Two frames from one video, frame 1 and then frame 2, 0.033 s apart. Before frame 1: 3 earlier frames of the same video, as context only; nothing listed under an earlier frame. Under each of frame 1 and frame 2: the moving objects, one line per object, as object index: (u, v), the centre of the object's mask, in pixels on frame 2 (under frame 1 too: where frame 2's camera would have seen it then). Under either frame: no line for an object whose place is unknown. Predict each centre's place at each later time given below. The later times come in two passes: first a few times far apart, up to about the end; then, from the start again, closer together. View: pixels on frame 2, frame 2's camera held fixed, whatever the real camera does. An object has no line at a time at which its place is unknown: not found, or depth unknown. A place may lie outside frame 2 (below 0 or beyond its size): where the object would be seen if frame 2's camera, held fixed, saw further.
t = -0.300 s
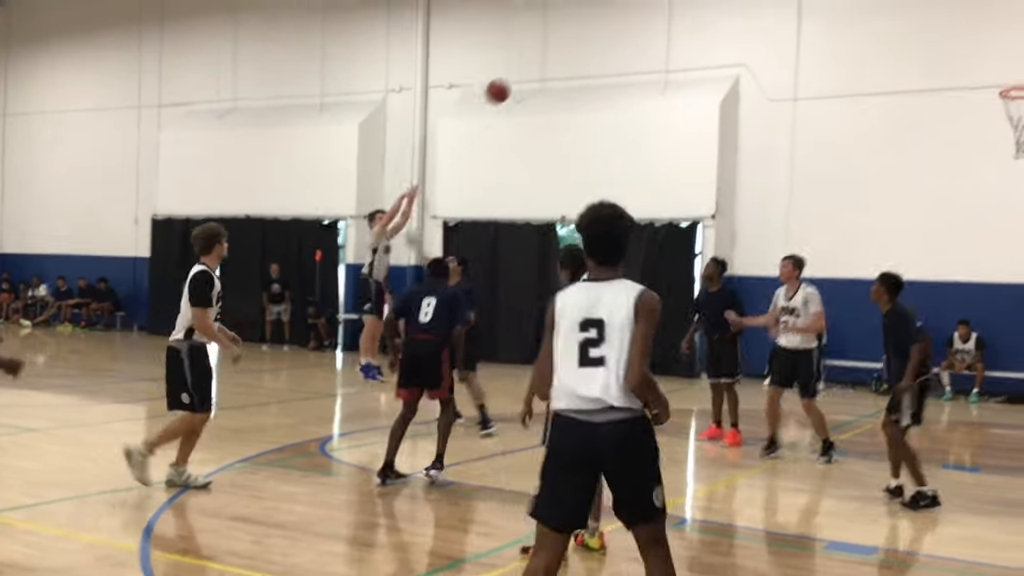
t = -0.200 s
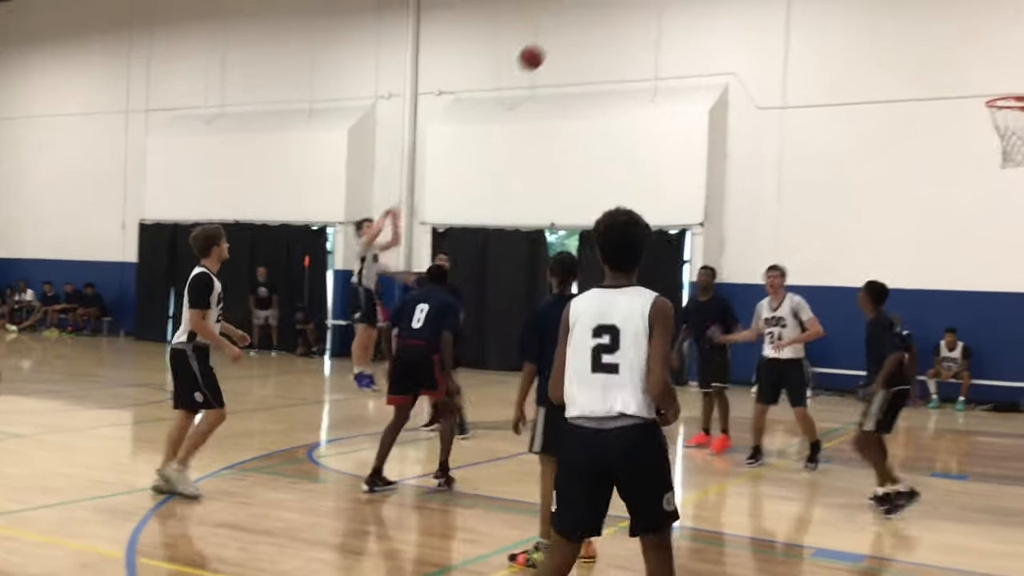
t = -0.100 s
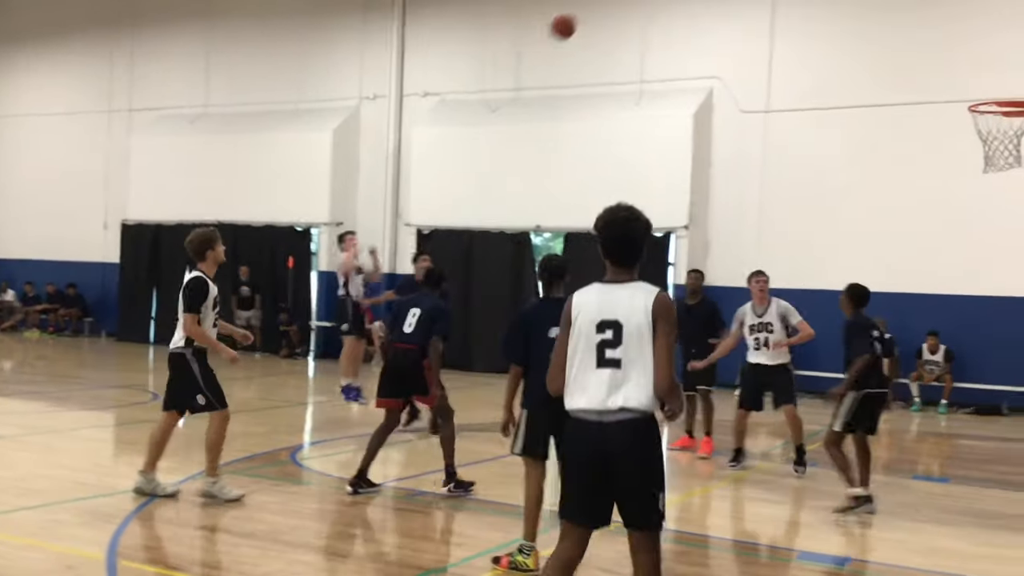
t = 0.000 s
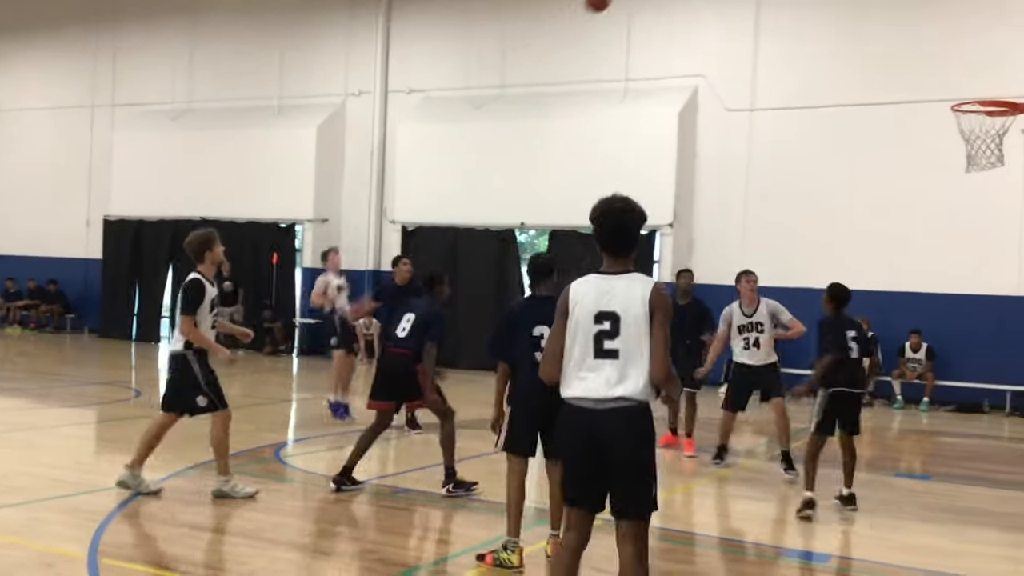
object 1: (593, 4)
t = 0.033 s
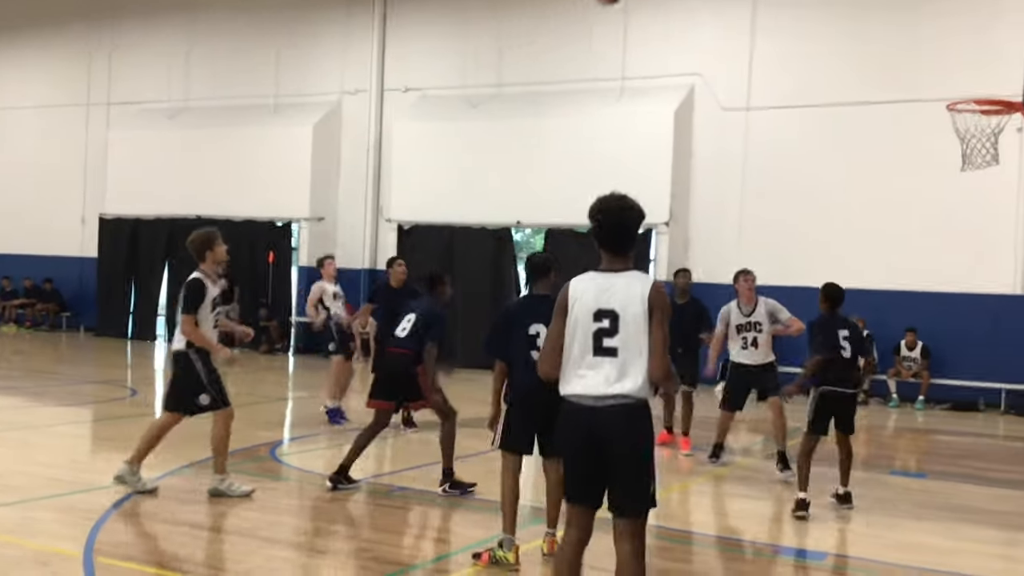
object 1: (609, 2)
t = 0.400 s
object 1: (815, 14)
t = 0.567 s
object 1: (922, 63)
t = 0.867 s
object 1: (958, 123)
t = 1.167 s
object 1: (970, 156)
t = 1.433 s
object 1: (1003, 269)
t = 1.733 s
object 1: (1035, 521)
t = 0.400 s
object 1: (815, 14)
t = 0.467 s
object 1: (856, 24)
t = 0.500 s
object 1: (879, 33)
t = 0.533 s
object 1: (900, 47)
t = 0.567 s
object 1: (922, 63)
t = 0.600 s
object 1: (945, 80)
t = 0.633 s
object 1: (966, 92)
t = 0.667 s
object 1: (982, 98)
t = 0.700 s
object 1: (994, 103)
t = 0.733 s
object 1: (993, 107)
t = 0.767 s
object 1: (989, 112)
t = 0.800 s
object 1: (978, 113)
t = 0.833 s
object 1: (968, 118)
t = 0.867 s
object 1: (958, 123)
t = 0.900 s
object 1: (952, 127)
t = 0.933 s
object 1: (950, 130)
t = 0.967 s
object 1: (949, 132)
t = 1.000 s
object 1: (951, 134)
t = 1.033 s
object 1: (954, 136)
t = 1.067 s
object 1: (958, 139)
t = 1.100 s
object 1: (961, 143)
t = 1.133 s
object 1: (965, 149)
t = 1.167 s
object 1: (970, 156)
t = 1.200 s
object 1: (974, 164)
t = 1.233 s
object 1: (978, 175)
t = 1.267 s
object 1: (982, 186)
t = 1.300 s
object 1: (986, 200)
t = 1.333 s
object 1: (990, 214)
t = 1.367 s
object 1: (994, 231)
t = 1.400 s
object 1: (998, 249)
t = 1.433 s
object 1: (1003, 269)
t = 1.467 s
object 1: (1007, 292)
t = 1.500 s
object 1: (1010, 315)
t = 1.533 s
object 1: (1013, 340)
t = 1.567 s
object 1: (1017, 365)
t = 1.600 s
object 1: (1022, 397)
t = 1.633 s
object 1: (1025, 428)
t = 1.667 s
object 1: (1028, 461)
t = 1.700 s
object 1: (1032, 496)
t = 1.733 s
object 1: (1035, 521)
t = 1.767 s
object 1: (1041, 498)
